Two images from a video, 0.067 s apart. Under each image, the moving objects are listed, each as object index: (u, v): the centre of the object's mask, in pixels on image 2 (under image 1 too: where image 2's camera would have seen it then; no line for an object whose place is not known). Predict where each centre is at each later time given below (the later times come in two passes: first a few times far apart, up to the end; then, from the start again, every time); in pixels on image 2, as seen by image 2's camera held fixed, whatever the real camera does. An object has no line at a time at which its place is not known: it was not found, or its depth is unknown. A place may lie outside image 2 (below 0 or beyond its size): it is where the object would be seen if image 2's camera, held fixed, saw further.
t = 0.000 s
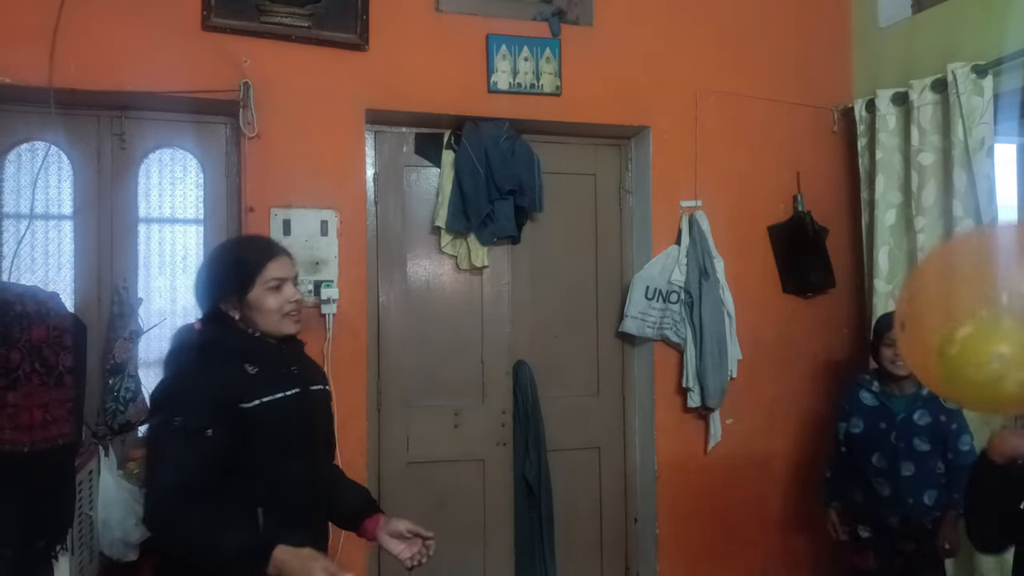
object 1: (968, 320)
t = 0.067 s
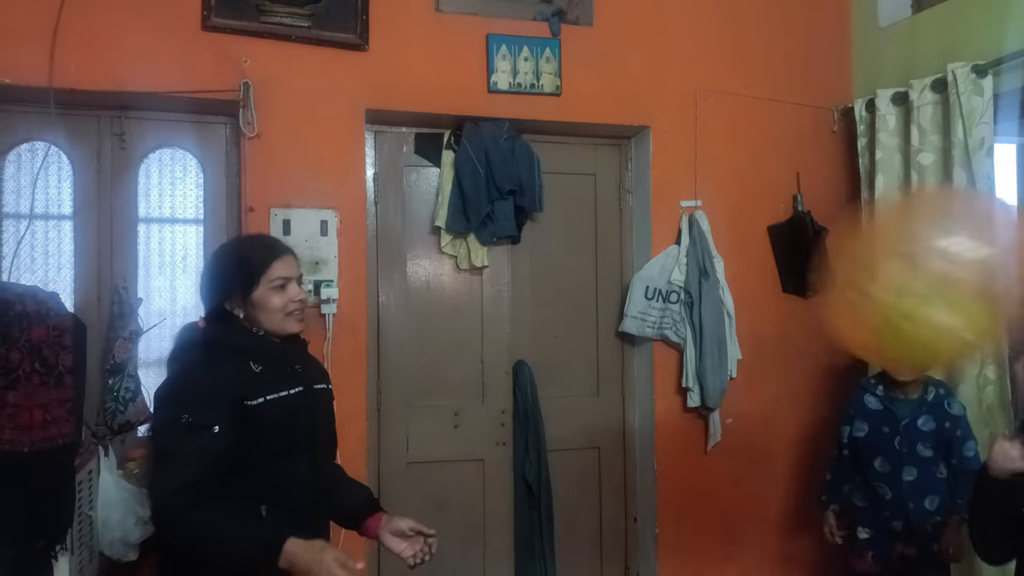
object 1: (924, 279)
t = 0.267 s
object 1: (696, 186)
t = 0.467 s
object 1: (525, 148)
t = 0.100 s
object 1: (885, 259)
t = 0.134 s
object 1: (853, 240)
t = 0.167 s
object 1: (814, 223)
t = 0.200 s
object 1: (773, 213)
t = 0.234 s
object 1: (738, 197)
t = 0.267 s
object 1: (696, 186)
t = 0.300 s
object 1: (664, 175)
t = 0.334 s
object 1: (632, 168)
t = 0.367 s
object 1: (601, 161)
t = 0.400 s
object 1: (574, 155)
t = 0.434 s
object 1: (547, 151)
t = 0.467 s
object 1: (525, 148)
